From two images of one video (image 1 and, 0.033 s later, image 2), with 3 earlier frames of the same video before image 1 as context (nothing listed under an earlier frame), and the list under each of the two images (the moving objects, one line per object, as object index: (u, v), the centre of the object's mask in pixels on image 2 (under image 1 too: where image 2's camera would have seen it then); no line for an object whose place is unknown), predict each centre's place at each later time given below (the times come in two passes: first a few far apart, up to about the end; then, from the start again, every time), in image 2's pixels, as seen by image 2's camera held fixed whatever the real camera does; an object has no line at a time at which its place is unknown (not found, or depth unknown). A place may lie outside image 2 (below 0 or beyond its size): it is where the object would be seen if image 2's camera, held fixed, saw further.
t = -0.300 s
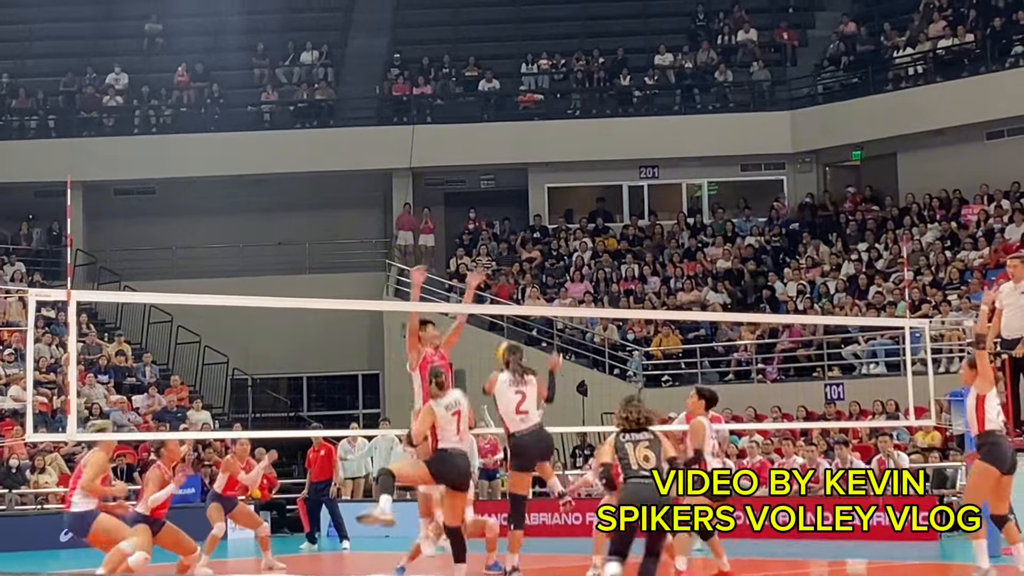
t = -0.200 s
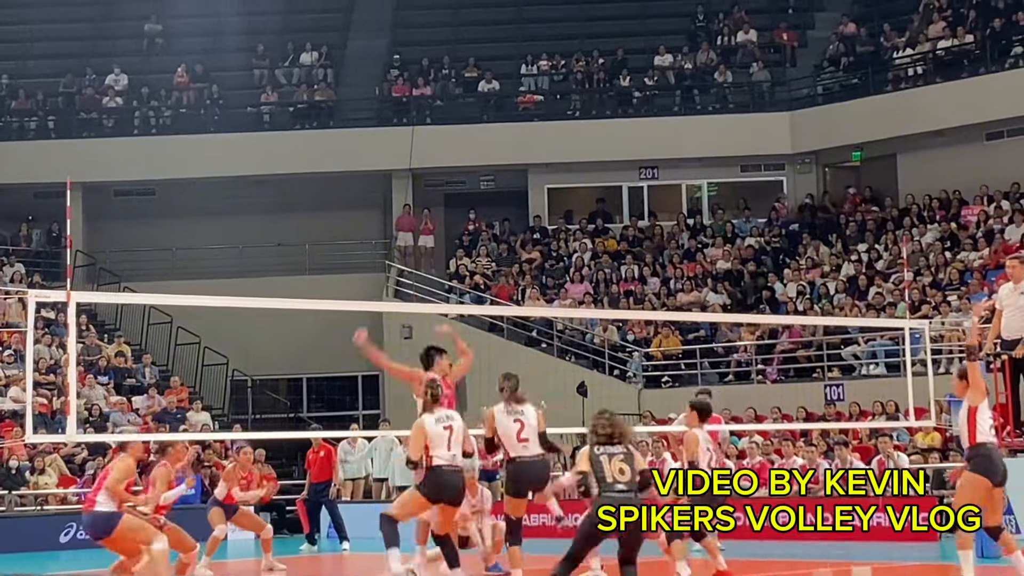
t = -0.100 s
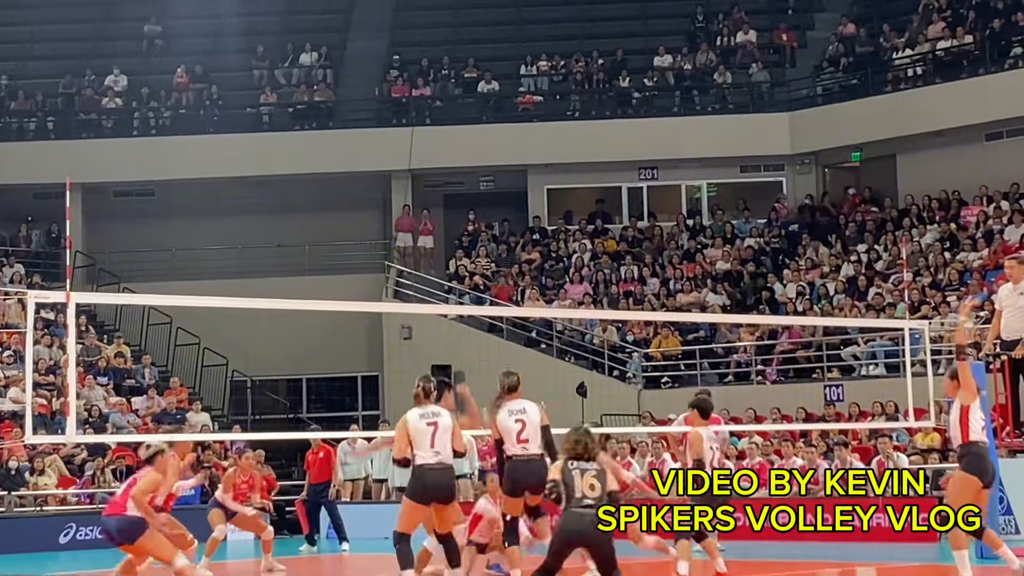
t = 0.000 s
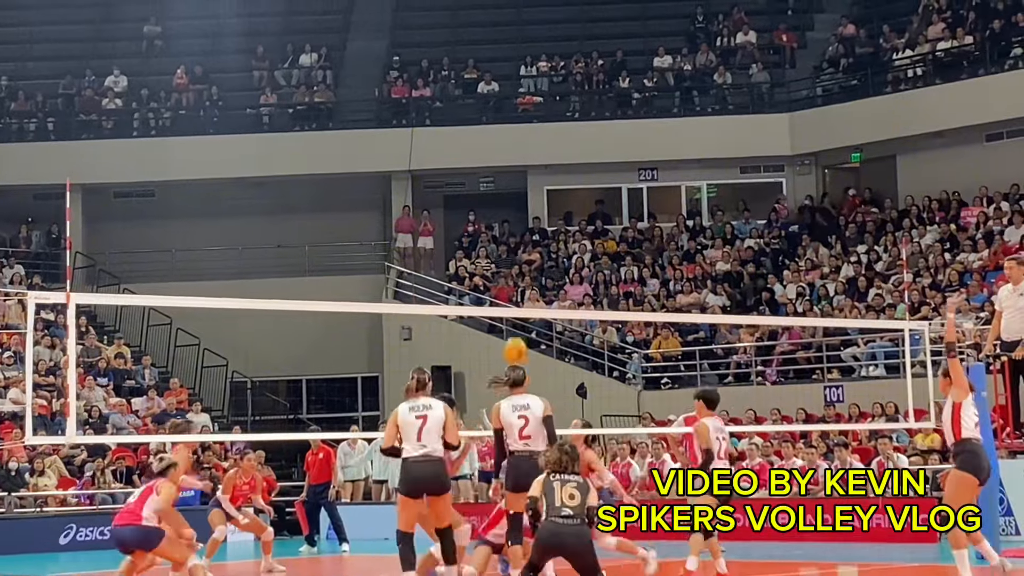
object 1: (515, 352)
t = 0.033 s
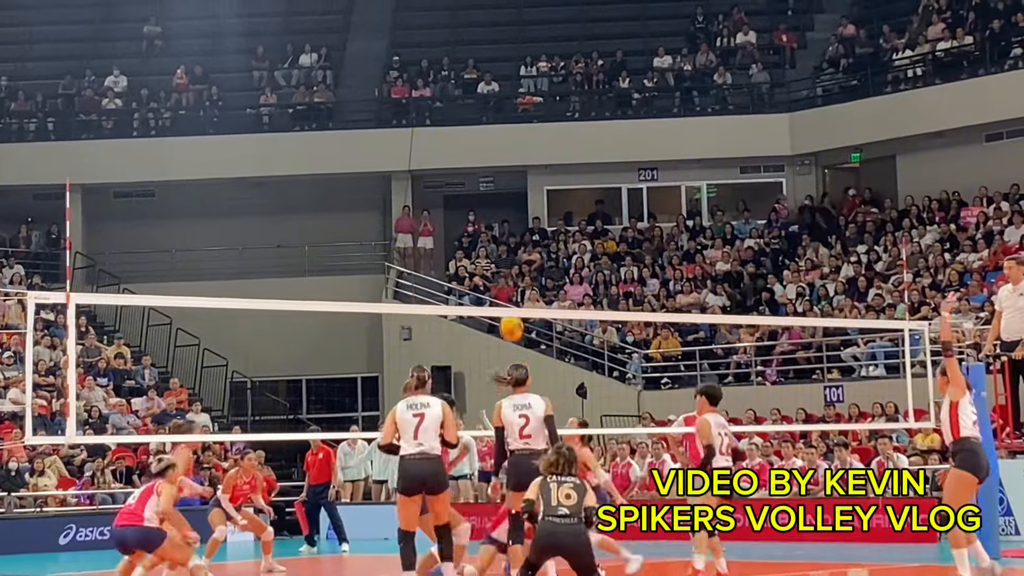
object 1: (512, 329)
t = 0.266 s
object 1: (485, 197)
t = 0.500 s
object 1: (463, 126)
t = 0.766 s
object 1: (441, 118)
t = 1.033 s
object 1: (421, 184)
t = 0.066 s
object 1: (507, 300)
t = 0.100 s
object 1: (503, 284)
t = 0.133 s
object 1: (500, 264)
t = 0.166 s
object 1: (496, 245)
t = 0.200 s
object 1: (492, 227)
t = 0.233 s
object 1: (488, 211)
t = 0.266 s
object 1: (485, 197)
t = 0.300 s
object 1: (482, 183)
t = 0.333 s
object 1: (478, 170)
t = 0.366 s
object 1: (475, 160)
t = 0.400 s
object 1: (472, 149)
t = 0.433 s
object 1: (470, 140)
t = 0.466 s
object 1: (466, 132)
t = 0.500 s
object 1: (463, 126)
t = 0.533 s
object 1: (460, 122)
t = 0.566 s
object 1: (457, 118)
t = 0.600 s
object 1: (454, 114)
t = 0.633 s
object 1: (451, 113)
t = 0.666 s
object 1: (449, 113)
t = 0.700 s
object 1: (446, 113)
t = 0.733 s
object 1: (444, 115)
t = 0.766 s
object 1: (441, 118)
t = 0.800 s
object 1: (438, 123)
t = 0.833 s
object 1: (436, 128)
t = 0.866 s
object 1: (433, 134)
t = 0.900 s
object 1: (431, 143)
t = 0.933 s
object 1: (429, 151)
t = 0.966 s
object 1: (426, 161)
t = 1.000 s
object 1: (423, 172)
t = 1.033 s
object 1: (421, 184)
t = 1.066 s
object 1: (419, 200)
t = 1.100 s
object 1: (417, 213)
